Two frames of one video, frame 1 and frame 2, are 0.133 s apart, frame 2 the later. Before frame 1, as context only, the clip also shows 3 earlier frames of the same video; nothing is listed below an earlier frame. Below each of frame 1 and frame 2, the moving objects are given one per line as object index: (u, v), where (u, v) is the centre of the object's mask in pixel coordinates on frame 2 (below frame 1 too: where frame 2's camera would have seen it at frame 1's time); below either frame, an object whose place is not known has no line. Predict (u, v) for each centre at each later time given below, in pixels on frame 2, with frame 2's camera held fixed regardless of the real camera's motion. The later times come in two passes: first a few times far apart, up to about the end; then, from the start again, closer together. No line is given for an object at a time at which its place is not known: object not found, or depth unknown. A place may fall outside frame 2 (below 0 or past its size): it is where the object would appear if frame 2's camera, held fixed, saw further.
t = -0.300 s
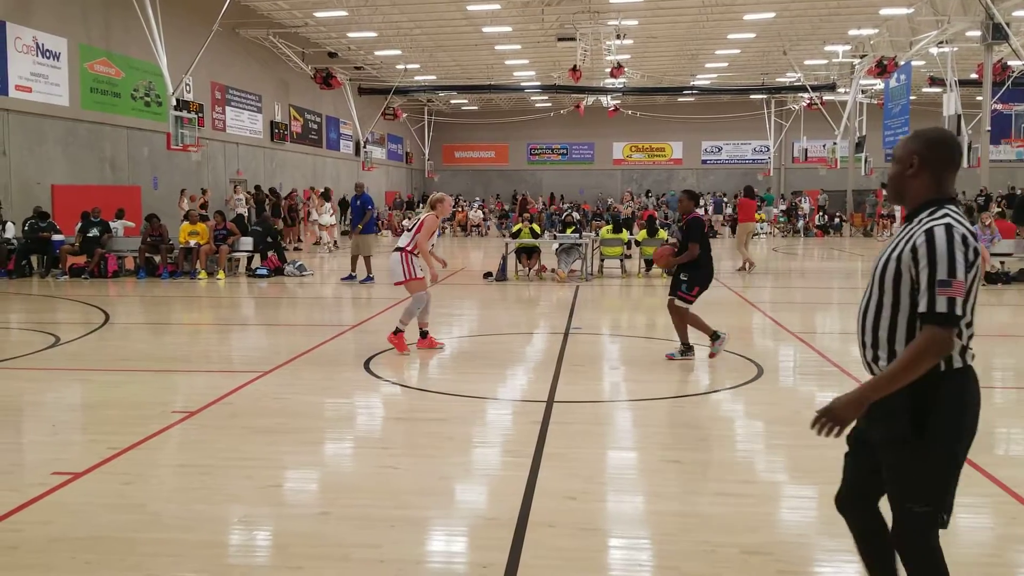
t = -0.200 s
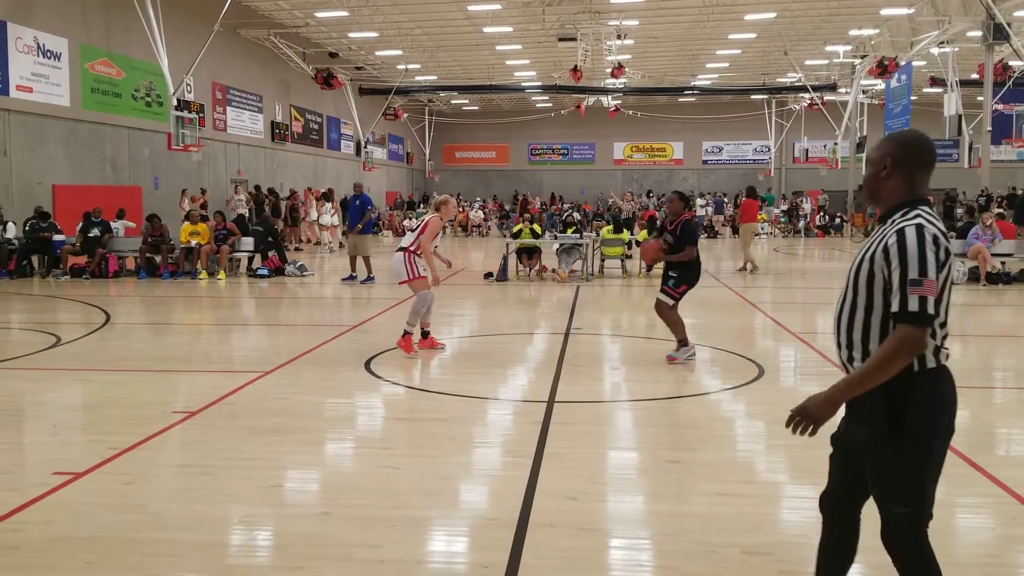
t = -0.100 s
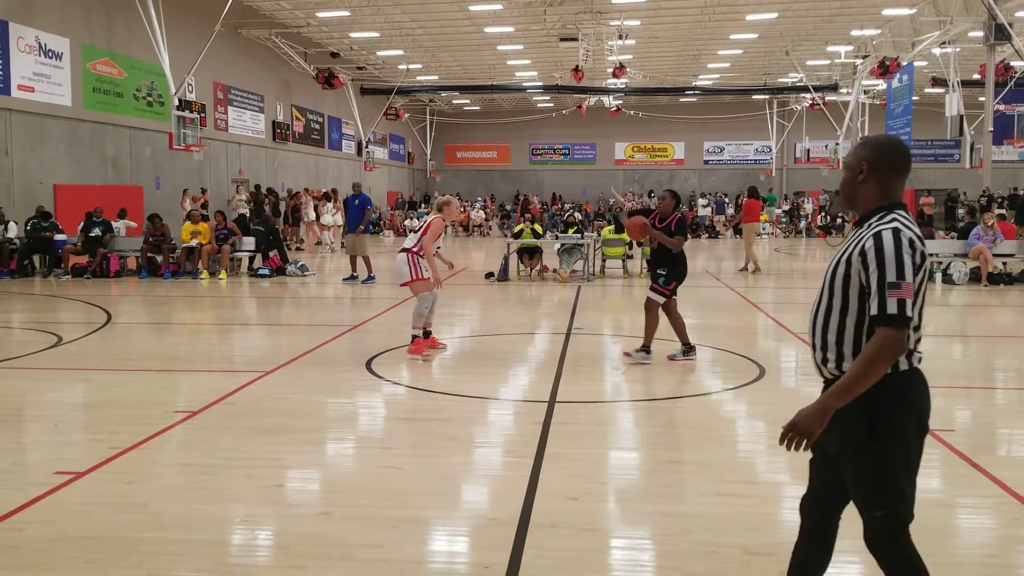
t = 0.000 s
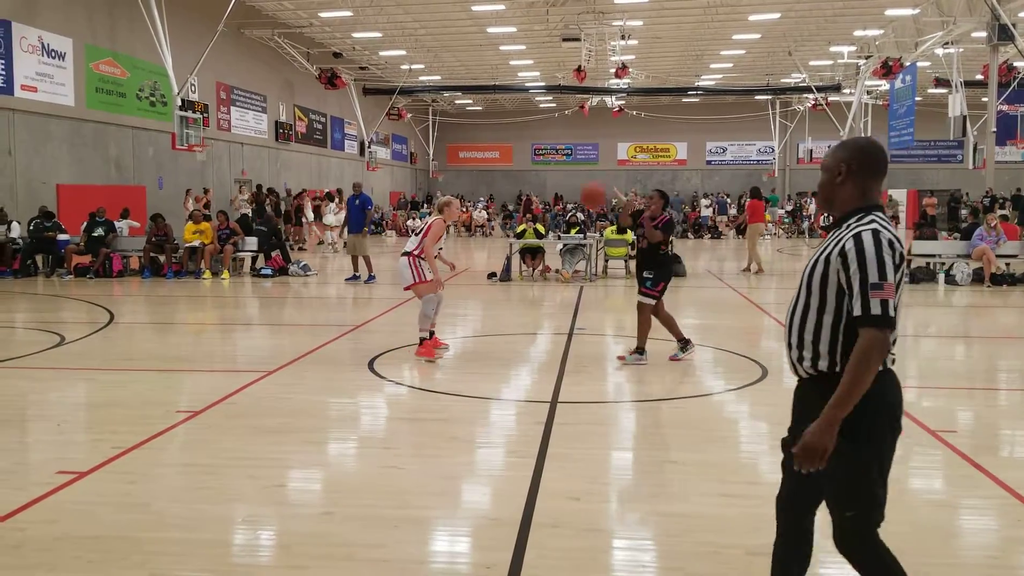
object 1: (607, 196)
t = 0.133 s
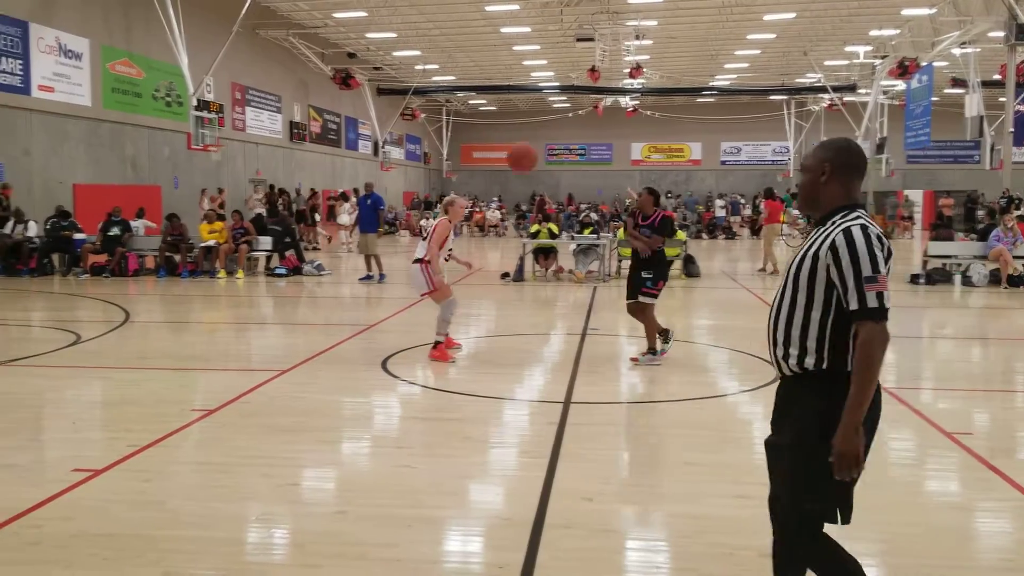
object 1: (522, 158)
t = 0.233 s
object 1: (442, 136)
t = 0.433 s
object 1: (205, 126)
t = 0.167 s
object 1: (496, 149)
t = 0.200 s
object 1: (470, 140)
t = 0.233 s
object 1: (442, 136)
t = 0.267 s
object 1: (410, 131)
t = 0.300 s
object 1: (376, 127)
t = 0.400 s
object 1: (253, 123)
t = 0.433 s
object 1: (205, 126)
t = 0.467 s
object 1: (150, 131)
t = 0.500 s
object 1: (90, 139)
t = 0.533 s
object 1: (20, 150)
